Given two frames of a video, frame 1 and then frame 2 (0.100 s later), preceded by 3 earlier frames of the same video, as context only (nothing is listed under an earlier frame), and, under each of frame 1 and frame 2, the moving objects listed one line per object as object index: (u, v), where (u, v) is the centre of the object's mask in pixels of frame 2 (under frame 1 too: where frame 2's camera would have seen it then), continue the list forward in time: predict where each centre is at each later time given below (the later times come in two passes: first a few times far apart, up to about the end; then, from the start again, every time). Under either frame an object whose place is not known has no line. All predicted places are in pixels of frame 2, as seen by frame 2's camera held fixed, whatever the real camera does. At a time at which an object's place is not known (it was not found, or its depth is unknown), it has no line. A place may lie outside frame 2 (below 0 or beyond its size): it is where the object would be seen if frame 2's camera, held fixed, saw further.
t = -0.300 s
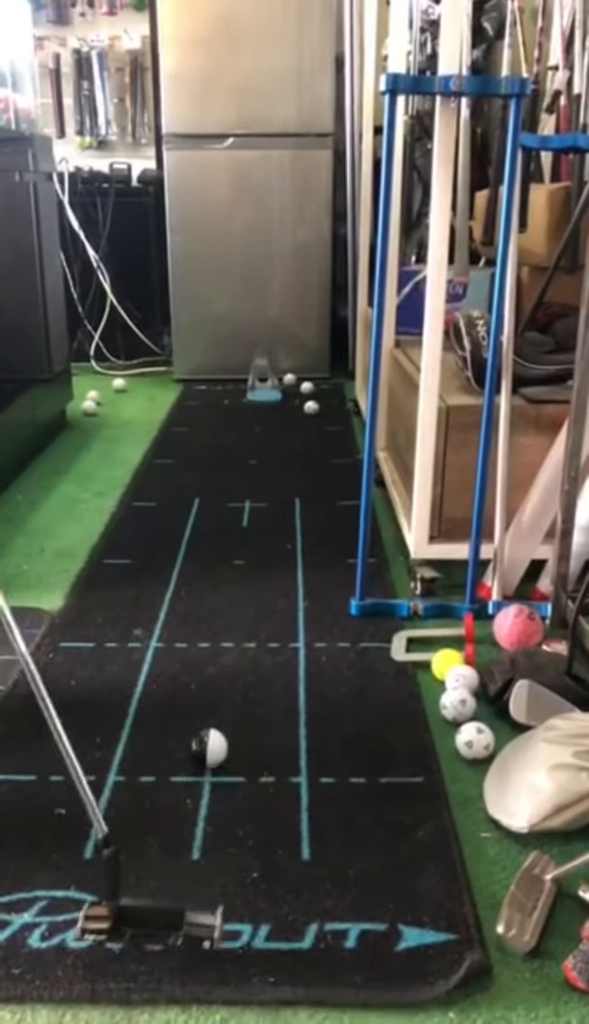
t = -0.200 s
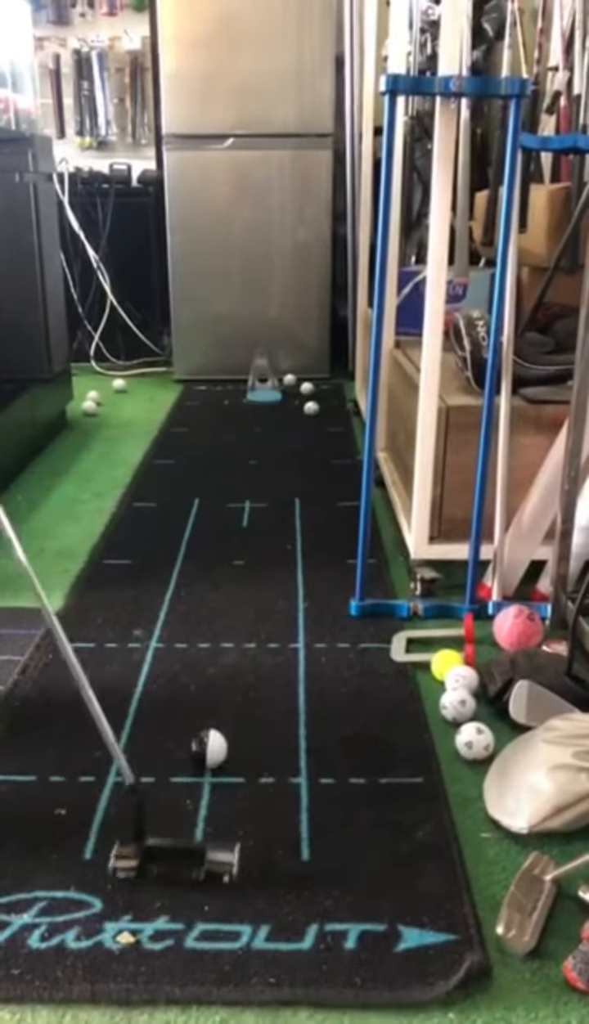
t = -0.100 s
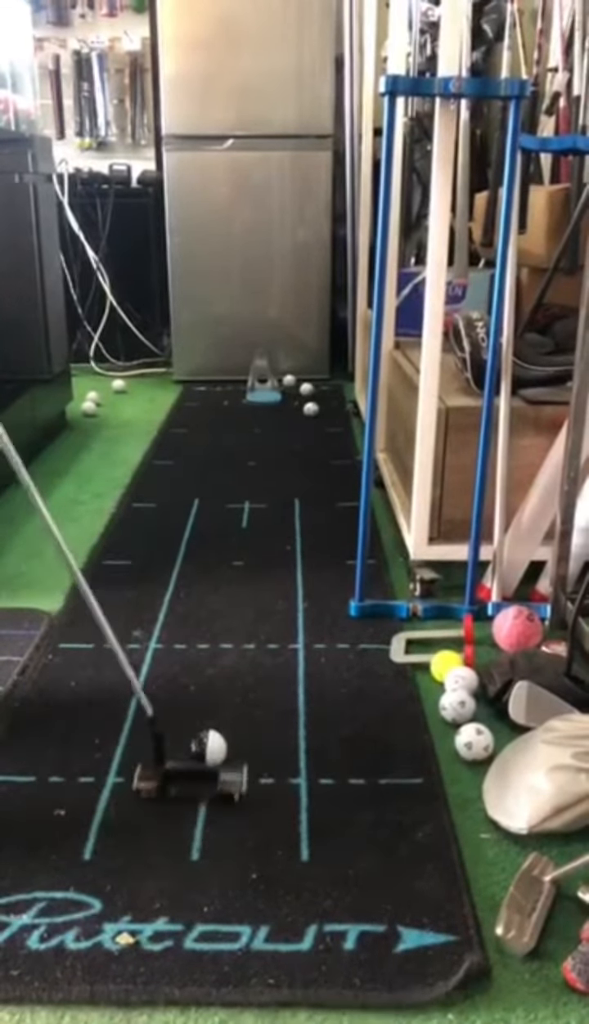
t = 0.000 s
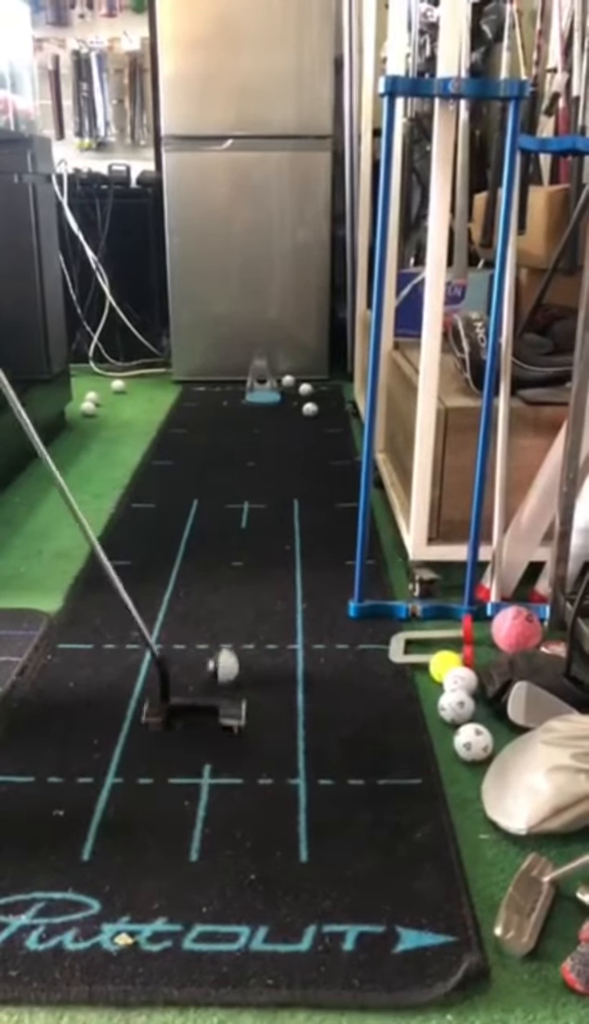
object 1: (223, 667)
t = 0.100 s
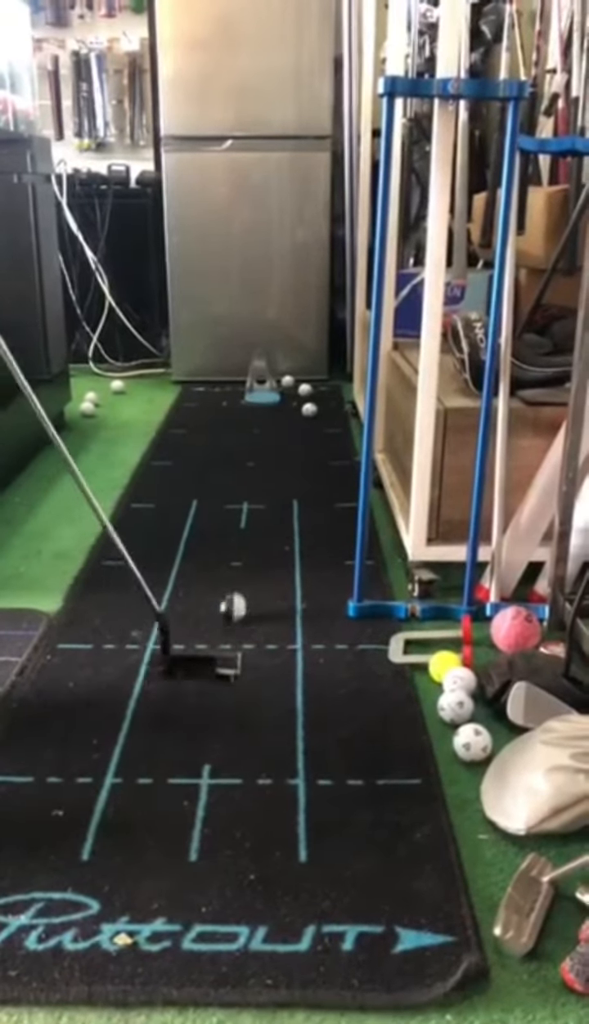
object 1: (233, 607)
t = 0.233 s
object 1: (241, 556)
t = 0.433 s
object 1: (249, 501)
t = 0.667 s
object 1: (253, 456)
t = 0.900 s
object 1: (254, 427)
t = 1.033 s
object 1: (254, 413)
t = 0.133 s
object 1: (235, 593)
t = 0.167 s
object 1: (237, 579)
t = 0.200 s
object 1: (240, 568)
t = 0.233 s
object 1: (241, 556)
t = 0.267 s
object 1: (243, 545)
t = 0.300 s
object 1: (245, 536)
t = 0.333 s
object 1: (246, 526)
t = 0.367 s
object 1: (248, 516)
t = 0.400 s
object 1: (247, 510)
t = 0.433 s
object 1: (249, 501)
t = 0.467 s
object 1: (250, 495)
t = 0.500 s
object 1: (249, 487)
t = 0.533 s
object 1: (251, 480)
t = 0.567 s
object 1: (252, 474)
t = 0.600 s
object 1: (251, 468)
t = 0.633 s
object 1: (252, 462)
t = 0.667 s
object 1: (253, 456)
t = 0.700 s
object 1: (253, 453)
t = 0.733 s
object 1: (253, 447)
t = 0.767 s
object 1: (254, 442)
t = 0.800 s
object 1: (253, 438)
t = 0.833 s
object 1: (253, 434)
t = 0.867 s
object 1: (254, 430)
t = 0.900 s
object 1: (254, 427)
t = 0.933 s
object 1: (253, 423)
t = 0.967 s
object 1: (254, 419)
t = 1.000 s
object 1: (254, 416)
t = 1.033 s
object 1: (254, 413)
